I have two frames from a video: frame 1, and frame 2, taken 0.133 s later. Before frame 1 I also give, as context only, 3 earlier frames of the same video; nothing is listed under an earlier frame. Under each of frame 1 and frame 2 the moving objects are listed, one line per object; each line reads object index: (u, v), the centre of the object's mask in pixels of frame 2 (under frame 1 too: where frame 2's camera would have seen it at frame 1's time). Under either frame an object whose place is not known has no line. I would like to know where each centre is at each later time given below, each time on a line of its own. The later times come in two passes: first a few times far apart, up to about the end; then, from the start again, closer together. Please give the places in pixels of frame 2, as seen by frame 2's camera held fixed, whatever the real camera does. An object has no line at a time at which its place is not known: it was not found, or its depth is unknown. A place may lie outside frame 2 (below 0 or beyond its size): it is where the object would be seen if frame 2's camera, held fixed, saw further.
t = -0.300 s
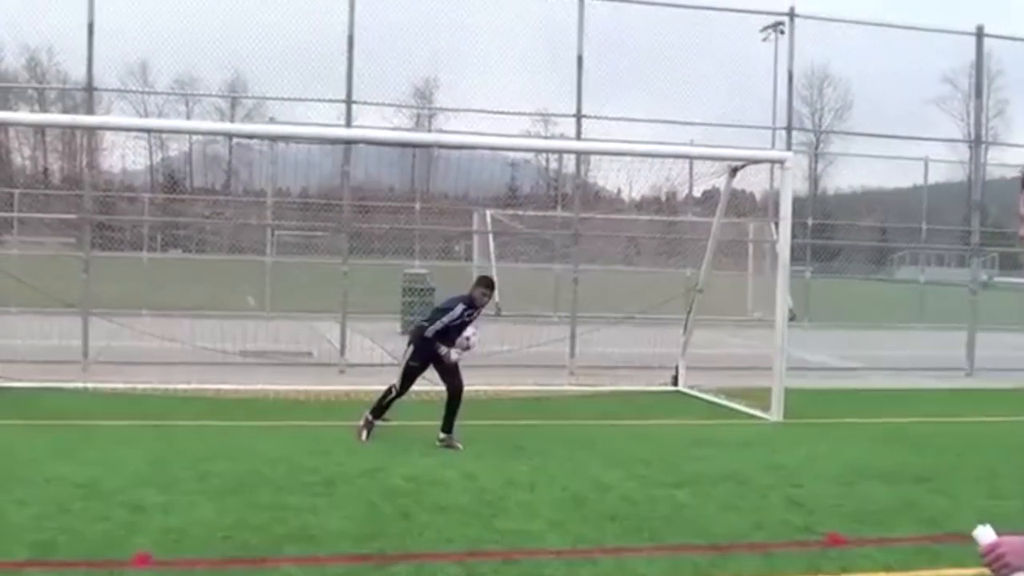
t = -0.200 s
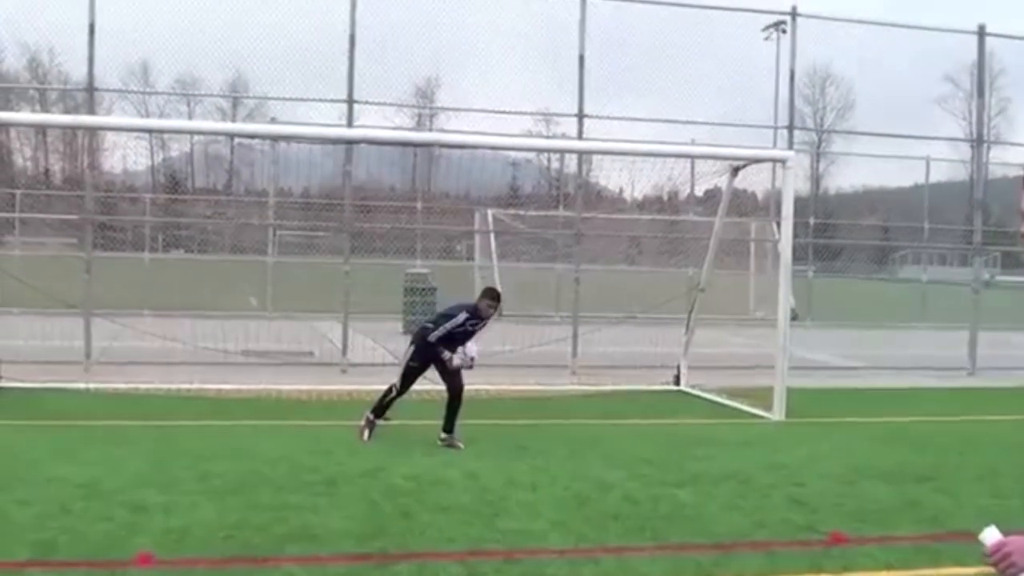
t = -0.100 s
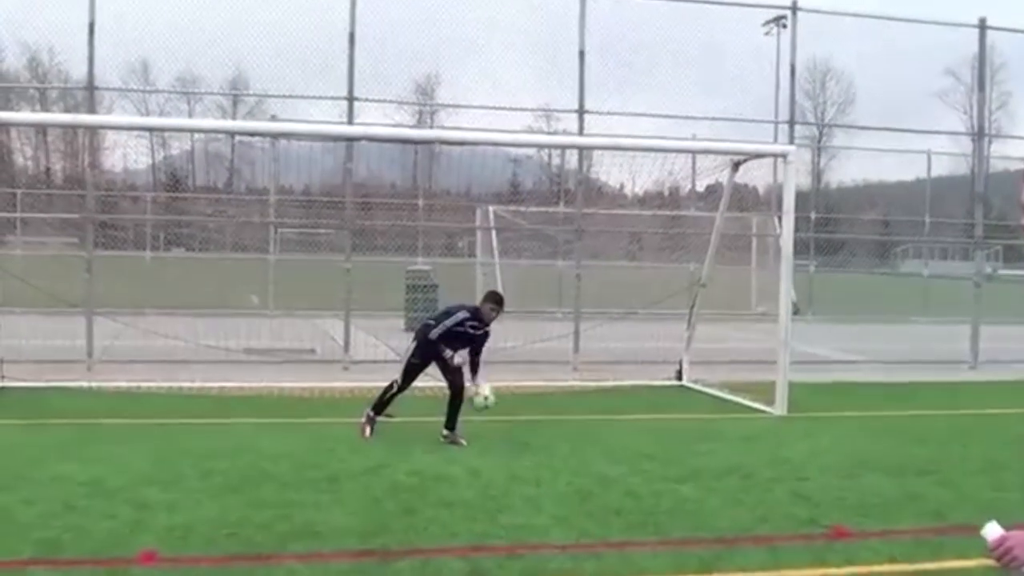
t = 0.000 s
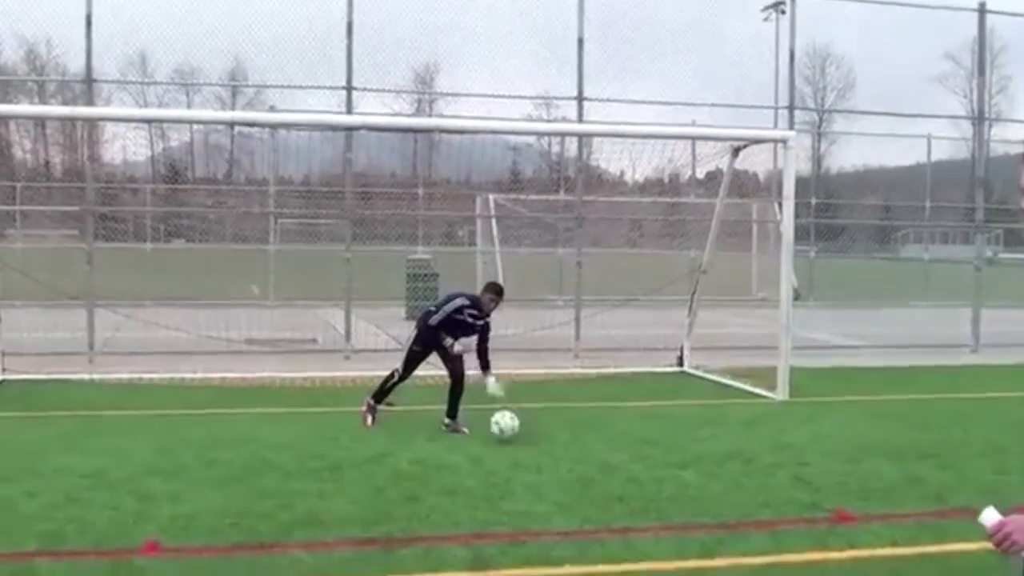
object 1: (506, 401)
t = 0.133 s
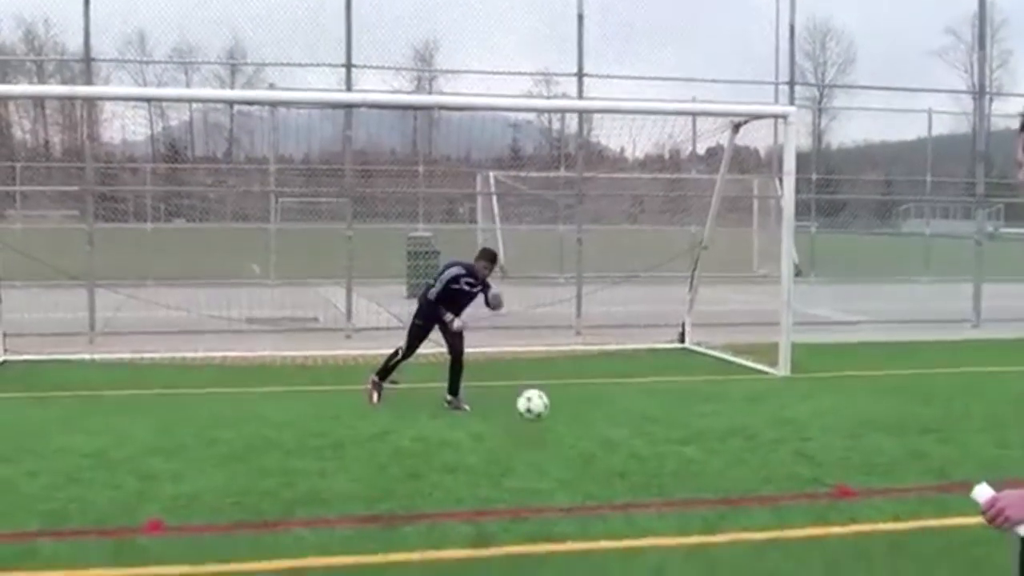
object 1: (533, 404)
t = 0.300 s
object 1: (569, 429)
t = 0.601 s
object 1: (647, 489)
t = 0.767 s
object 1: (703, 557)
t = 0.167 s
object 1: (539, 406)
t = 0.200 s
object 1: (547, 408)
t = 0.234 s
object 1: (553, 412)
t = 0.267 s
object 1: (562, 419)
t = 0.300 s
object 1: (569, 429)
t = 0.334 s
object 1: (577, 440)
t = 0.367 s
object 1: (585, 452)
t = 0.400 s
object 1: (596, 470)
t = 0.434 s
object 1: (604, 476)
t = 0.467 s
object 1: (612, 473)
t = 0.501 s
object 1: (620, 473)
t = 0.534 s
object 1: (629, 476)
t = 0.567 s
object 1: (638, 481)
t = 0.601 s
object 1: (647, 489)
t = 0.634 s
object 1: (657, 498)
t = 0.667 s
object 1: (669, 513)
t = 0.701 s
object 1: (680, 531)
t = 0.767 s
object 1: (703, 557)
